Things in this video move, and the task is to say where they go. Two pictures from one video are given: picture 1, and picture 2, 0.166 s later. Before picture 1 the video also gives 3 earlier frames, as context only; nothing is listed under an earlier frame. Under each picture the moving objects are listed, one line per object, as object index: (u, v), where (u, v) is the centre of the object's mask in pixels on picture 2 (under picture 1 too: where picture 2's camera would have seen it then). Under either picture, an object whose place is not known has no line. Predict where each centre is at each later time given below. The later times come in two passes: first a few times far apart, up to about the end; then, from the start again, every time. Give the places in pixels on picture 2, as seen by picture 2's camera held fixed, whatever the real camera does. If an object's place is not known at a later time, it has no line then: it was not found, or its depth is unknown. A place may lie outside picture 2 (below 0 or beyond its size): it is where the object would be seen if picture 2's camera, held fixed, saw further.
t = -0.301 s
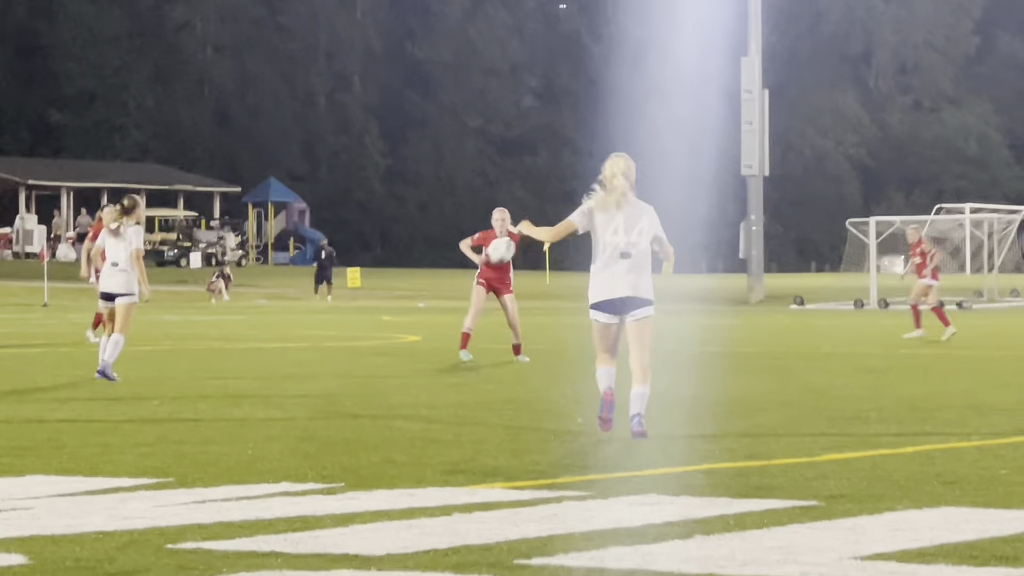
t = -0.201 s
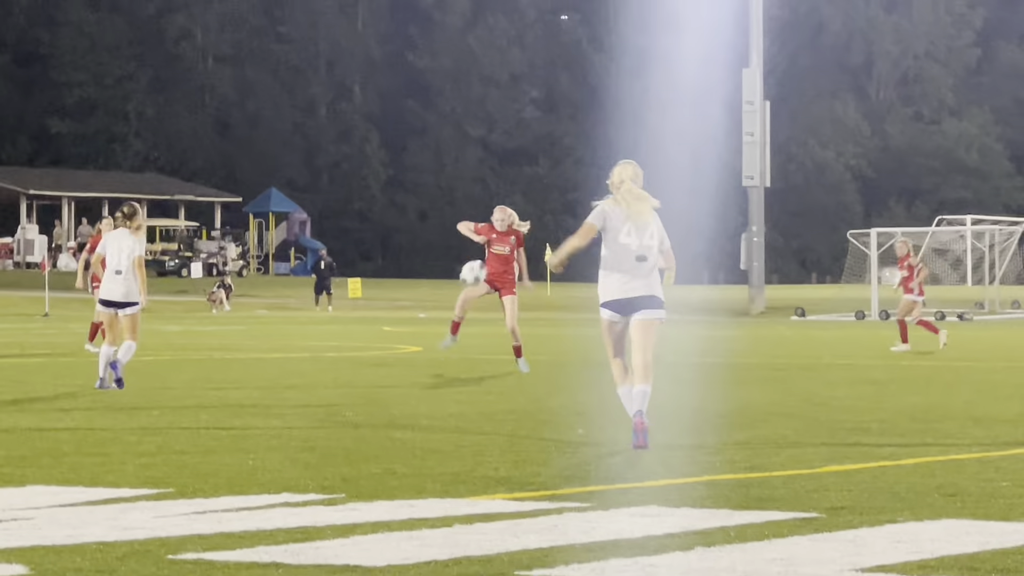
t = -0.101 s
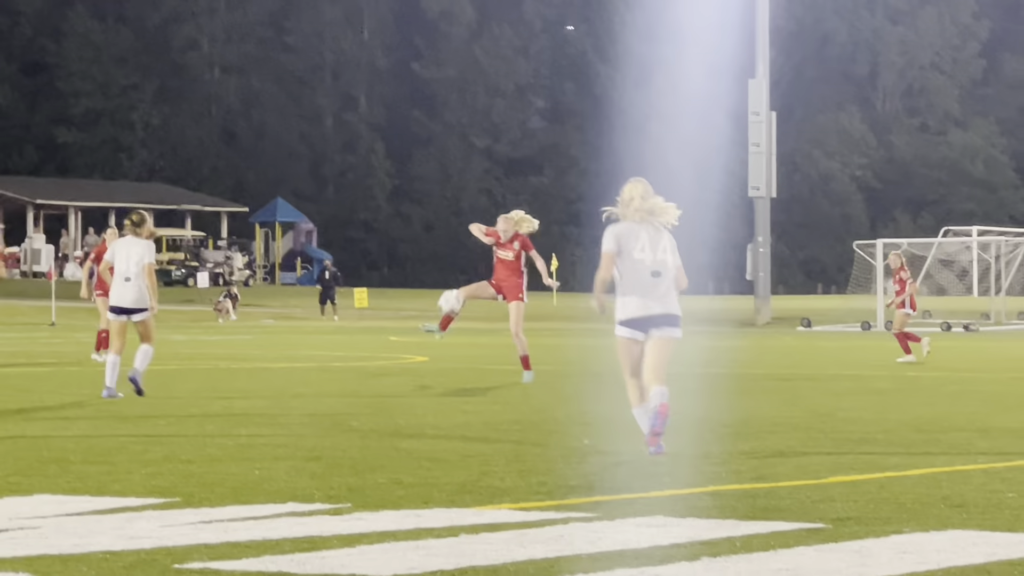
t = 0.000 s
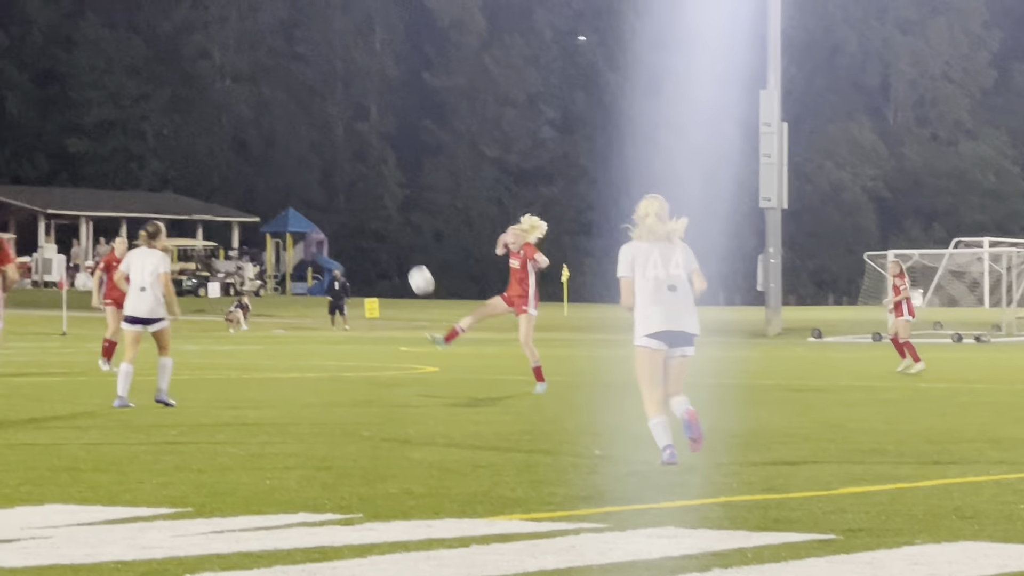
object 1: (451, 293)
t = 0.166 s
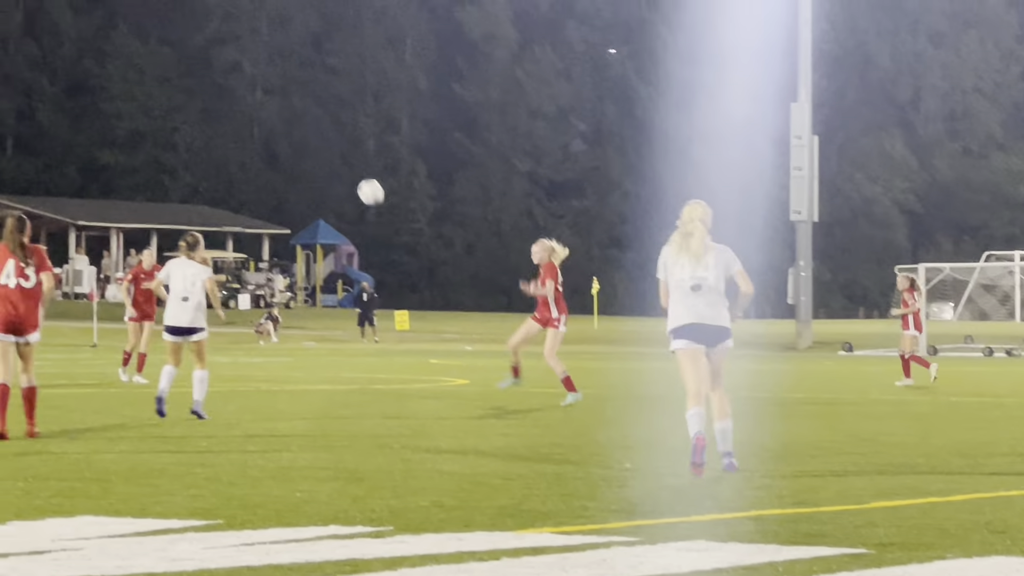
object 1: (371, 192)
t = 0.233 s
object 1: (339, 160)
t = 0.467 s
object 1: (227, 83)
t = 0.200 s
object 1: (355, 175)
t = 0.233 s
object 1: (339, 160)
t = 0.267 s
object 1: (323, 145)
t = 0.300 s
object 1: (307, 132)
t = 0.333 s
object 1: (291, 120)
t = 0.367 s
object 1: (275, 109)
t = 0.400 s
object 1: (259, 100)
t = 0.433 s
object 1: (244, 90)
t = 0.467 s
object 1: (227, 83)
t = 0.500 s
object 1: (212, 76)
